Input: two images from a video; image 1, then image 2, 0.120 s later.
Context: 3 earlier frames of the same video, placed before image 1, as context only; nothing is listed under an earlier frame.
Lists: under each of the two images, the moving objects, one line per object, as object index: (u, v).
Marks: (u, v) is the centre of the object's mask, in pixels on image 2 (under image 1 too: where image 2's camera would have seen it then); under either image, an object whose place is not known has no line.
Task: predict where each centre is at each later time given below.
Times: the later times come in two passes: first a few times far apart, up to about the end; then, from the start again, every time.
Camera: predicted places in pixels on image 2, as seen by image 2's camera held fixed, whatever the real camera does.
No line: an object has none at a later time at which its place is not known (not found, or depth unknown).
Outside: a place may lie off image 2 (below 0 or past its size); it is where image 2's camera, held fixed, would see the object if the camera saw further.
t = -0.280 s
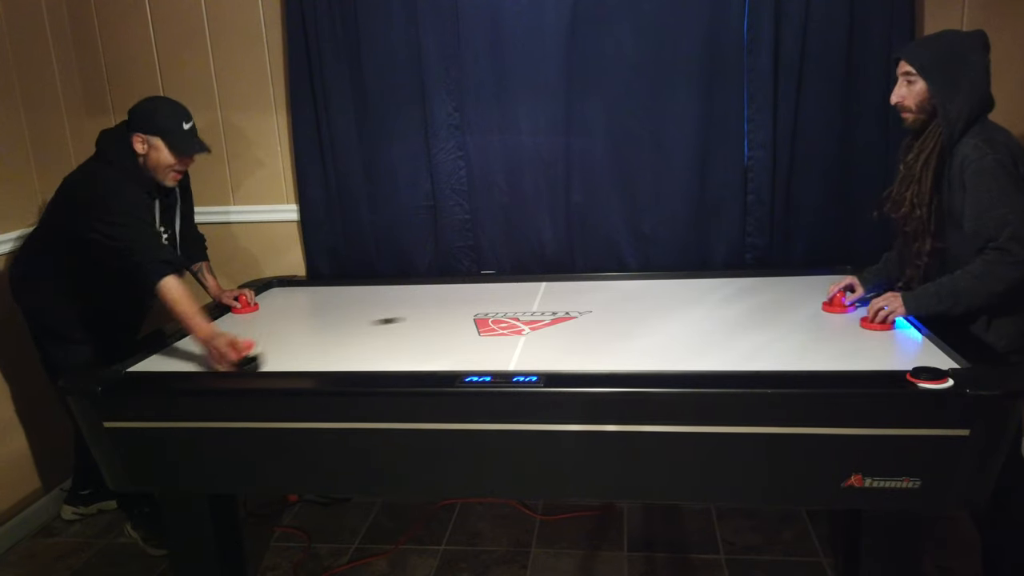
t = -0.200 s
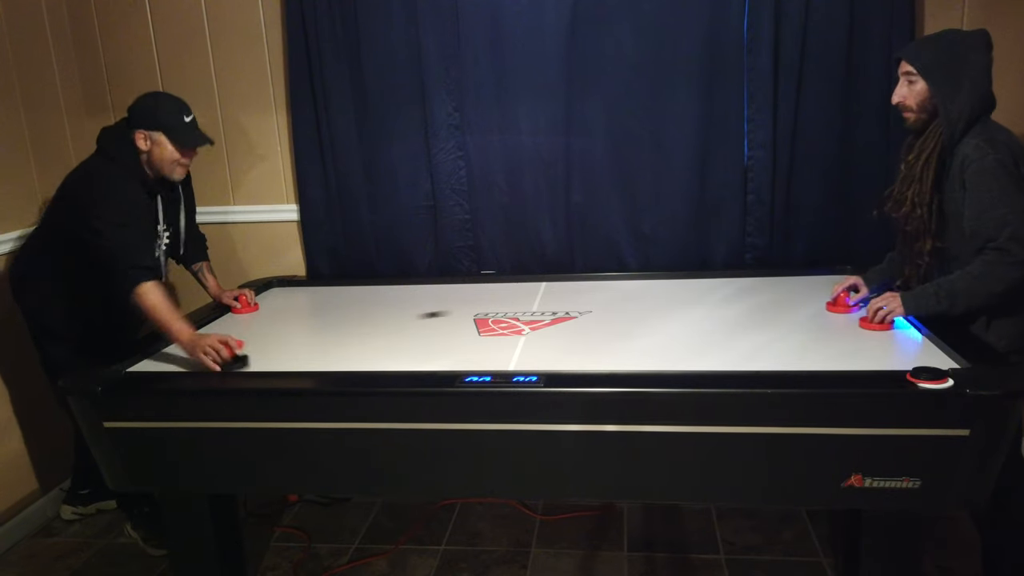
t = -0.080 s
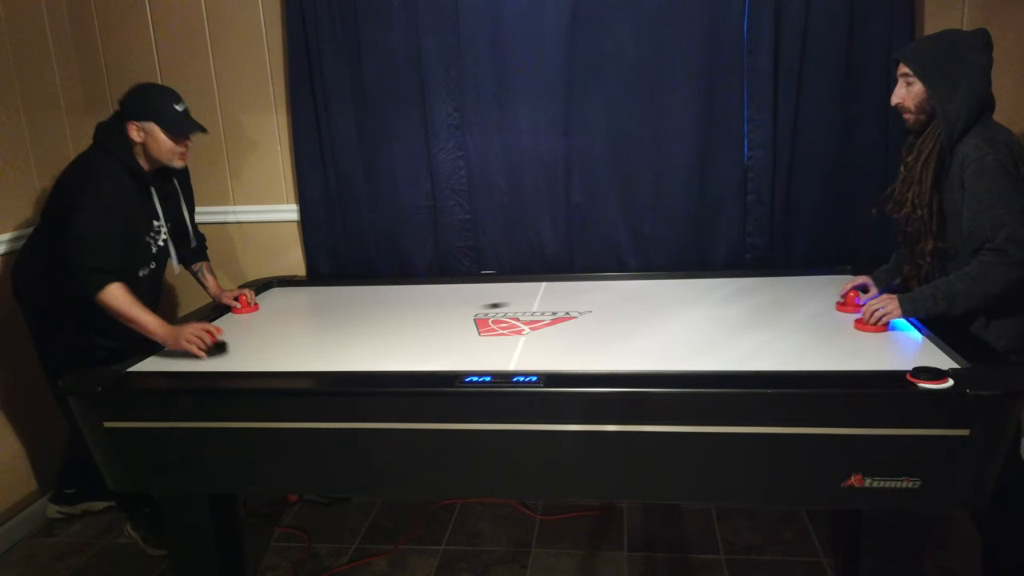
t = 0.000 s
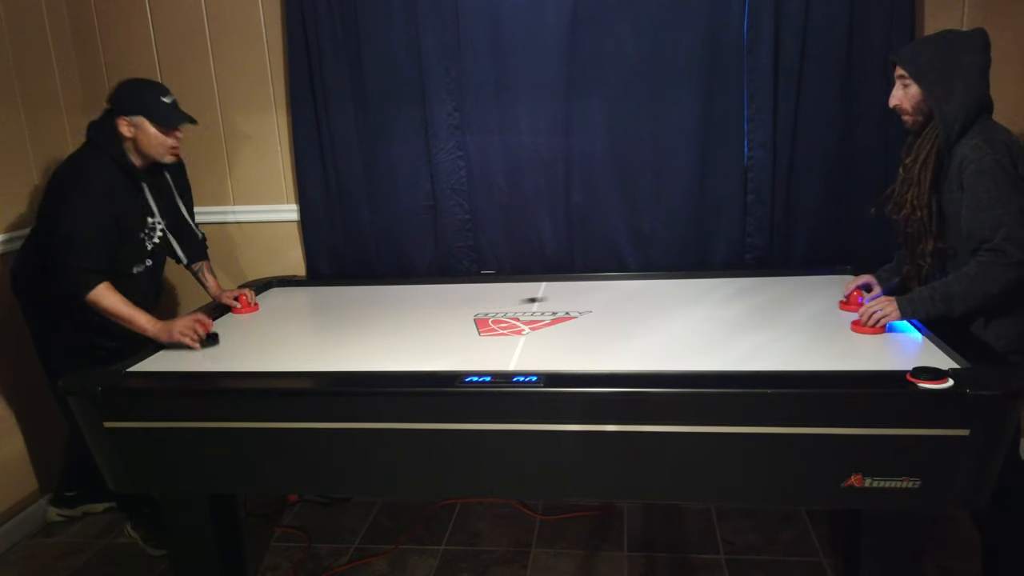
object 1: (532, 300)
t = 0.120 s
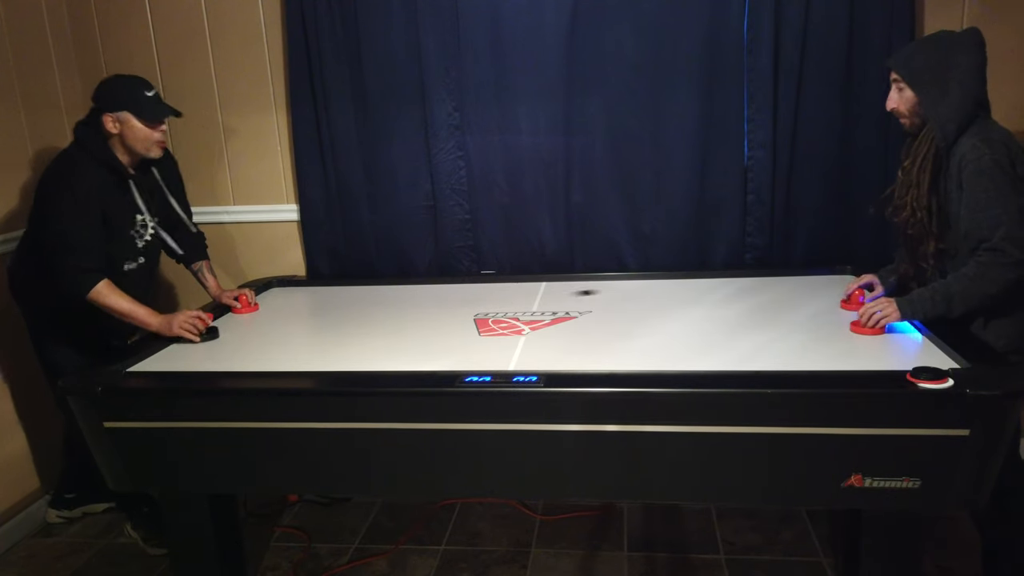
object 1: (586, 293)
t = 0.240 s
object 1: (633, 286)
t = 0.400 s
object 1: (693, 284)
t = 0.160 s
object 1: (602, 290)
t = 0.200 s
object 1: (618, 288)
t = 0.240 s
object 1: (633, 286)
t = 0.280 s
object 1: (650, 283)
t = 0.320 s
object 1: (665, 282)
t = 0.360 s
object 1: (679, 282)
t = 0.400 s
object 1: (693, 284)
